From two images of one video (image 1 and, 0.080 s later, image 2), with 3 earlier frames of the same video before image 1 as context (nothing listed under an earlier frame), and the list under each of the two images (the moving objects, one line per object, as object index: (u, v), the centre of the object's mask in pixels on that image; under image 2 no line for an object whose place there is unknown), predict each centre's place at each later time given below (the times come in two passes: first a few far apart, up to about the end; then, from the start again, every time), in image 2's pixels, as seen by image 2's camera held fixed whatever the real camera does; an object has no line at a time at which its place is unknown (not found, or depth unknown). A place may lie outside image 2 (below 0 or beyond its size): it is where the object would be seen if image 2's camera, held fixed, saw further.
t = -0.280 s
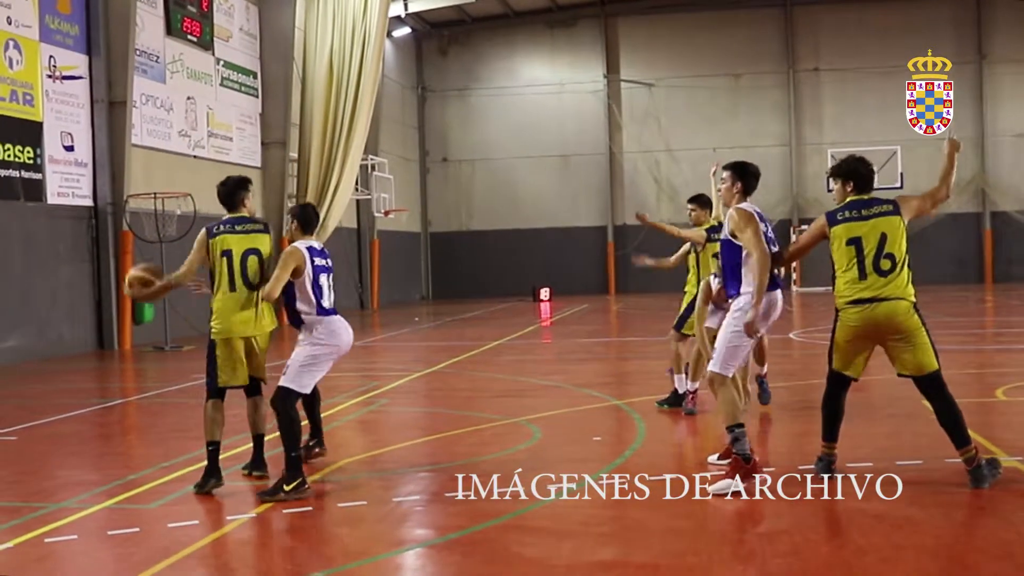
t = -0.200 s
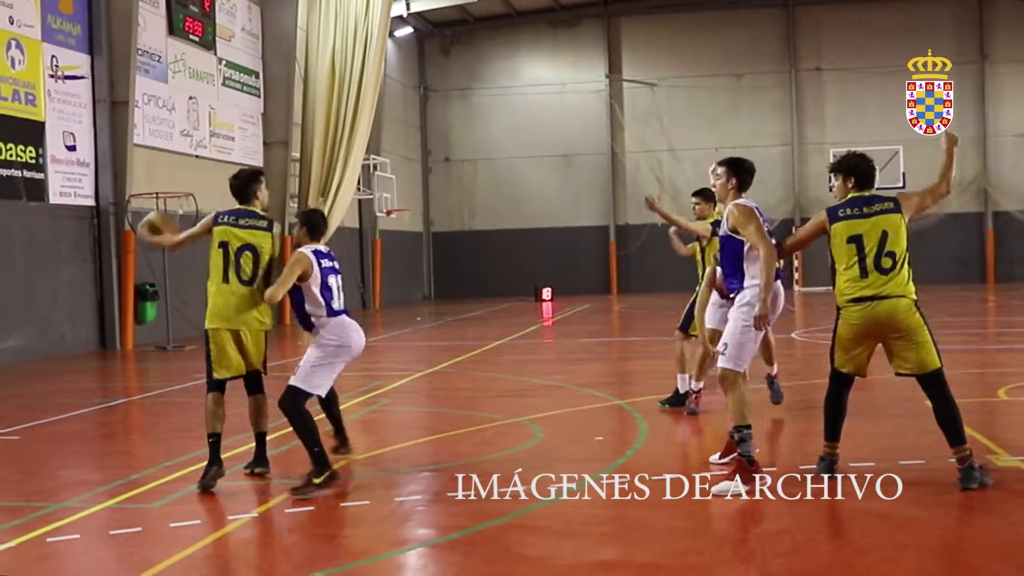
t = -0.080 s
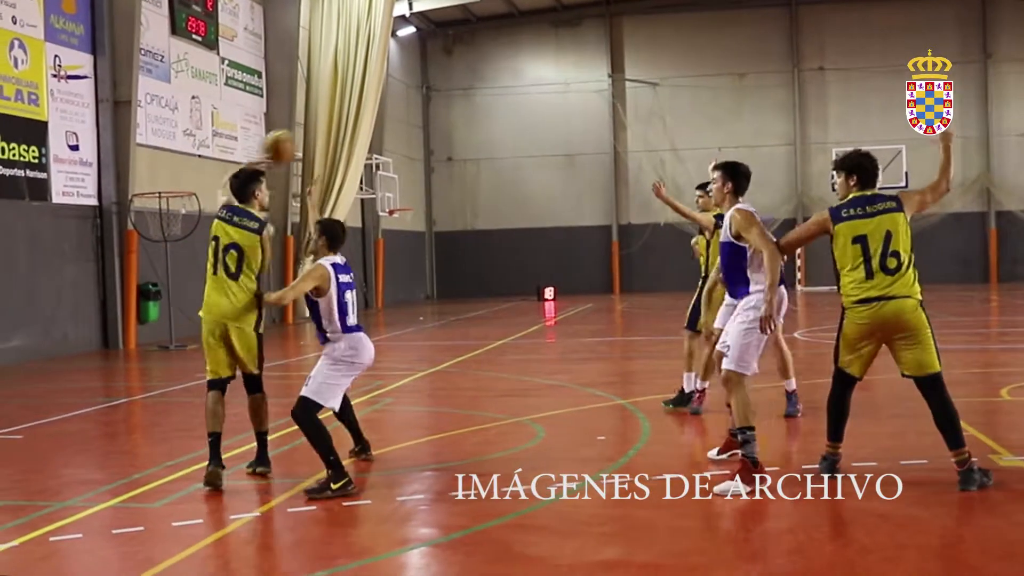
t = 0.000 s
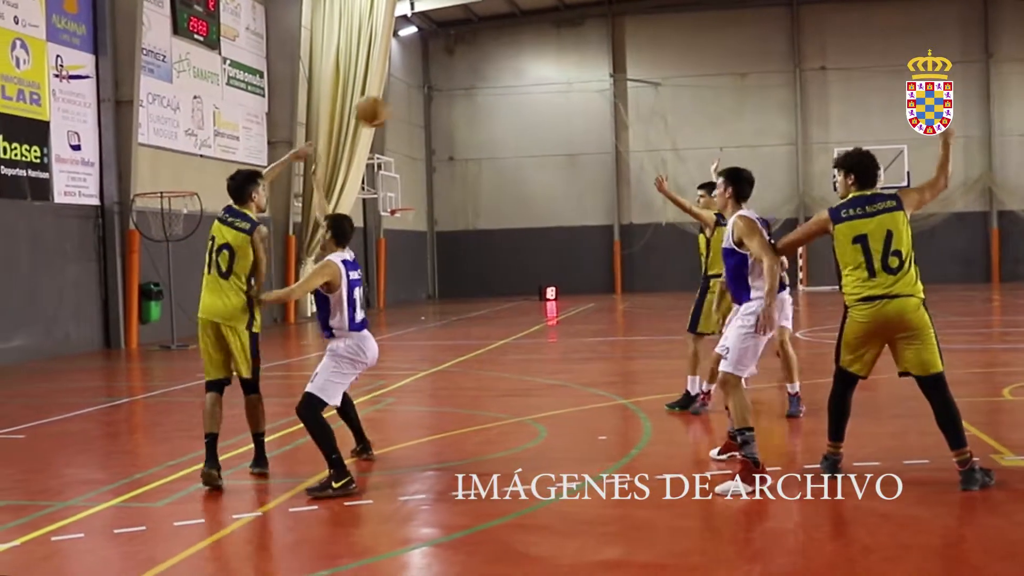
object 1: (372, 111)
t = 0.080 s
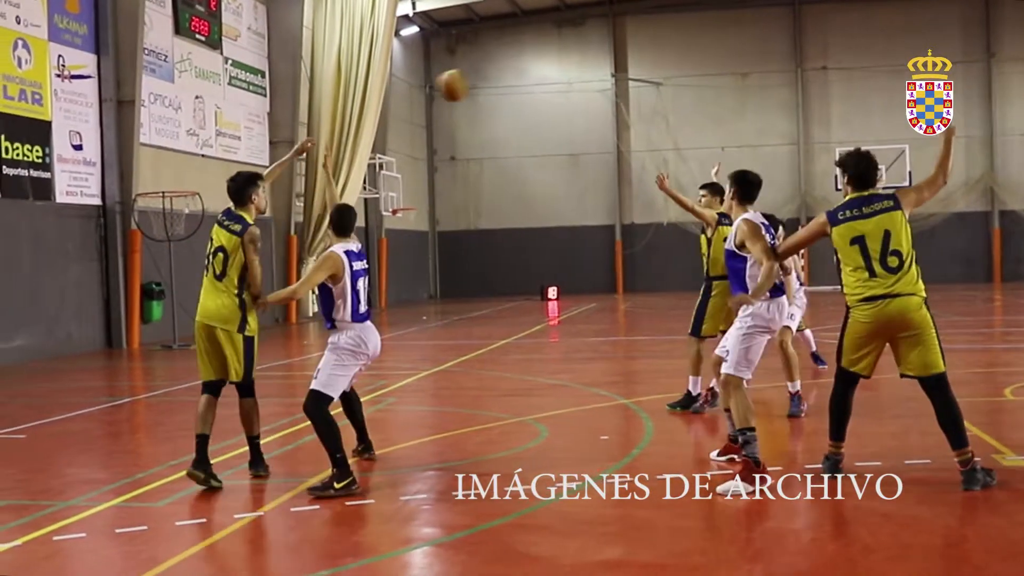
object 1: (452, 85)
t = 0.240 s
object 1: (596, 65)
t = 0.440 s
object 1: (738, 81)
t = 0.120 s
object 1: (490, 76)
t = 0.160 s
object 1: (529, 72)
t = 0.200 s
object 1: (563, 66)
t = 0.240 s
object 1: (596, 65)
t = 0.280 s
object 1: (626, 64)
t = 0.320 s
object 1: (655, 67)
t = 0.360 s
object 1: (685, 69)
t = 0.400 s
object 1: (713, 75)
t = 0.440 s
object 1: (738, 81)
